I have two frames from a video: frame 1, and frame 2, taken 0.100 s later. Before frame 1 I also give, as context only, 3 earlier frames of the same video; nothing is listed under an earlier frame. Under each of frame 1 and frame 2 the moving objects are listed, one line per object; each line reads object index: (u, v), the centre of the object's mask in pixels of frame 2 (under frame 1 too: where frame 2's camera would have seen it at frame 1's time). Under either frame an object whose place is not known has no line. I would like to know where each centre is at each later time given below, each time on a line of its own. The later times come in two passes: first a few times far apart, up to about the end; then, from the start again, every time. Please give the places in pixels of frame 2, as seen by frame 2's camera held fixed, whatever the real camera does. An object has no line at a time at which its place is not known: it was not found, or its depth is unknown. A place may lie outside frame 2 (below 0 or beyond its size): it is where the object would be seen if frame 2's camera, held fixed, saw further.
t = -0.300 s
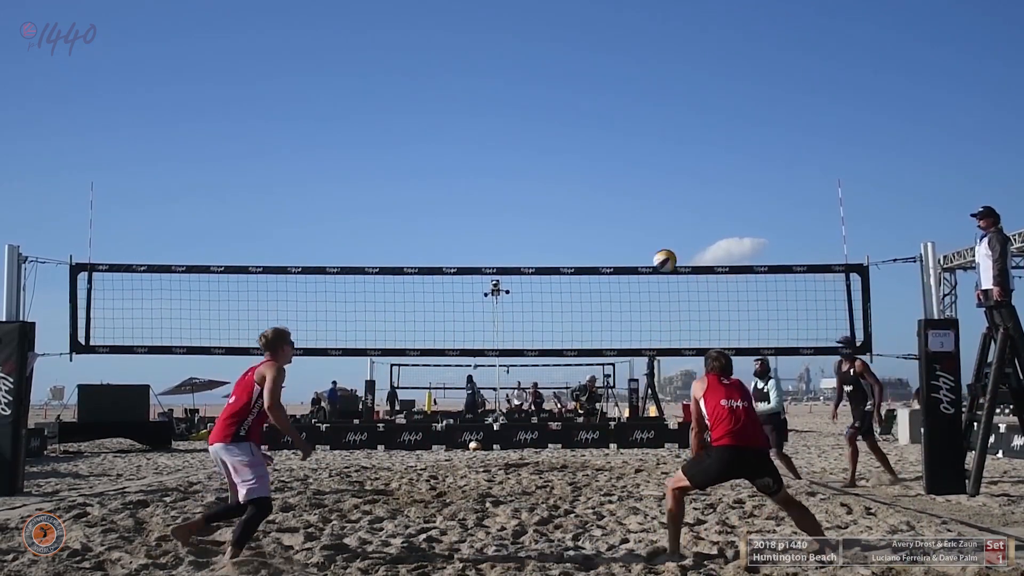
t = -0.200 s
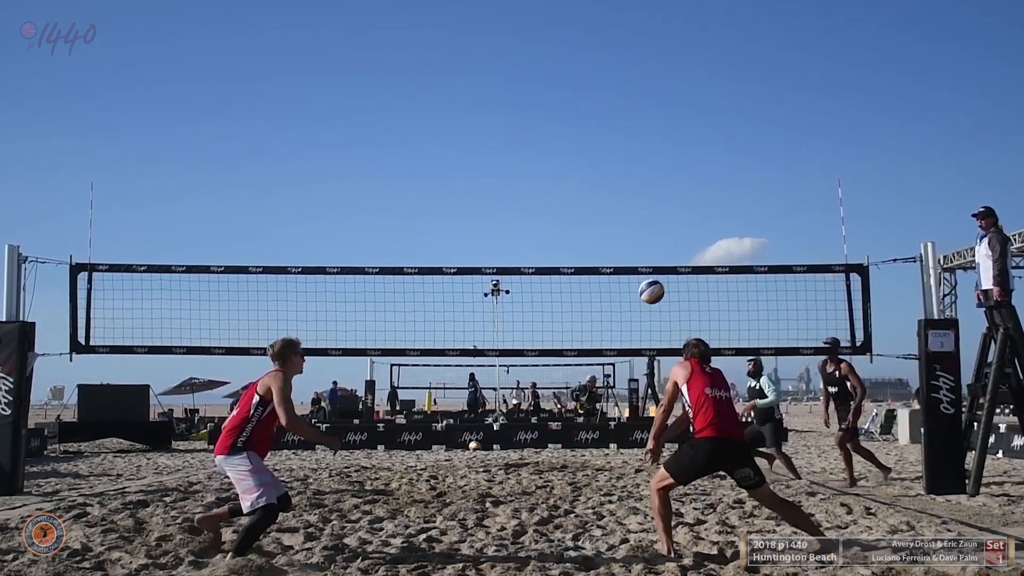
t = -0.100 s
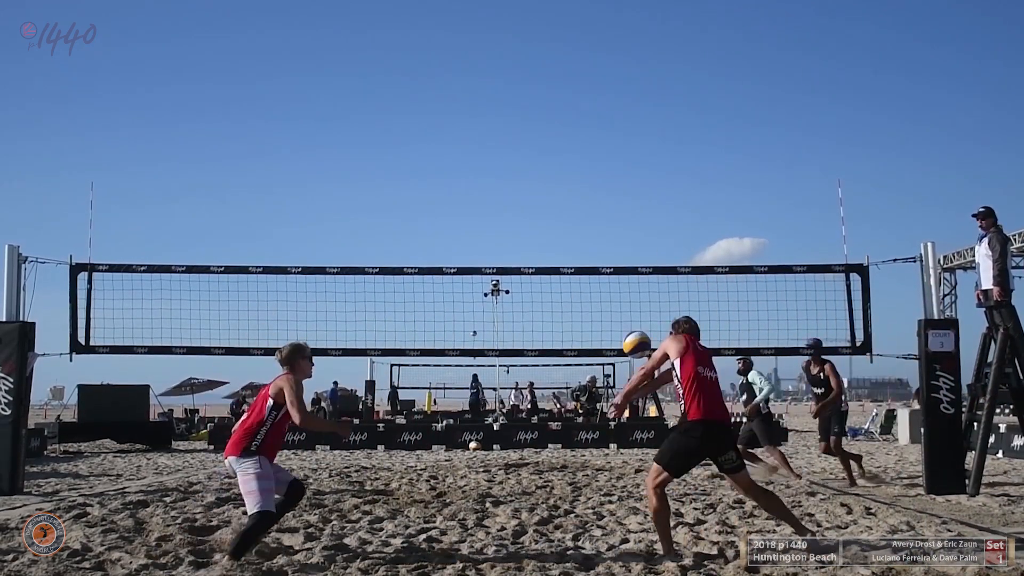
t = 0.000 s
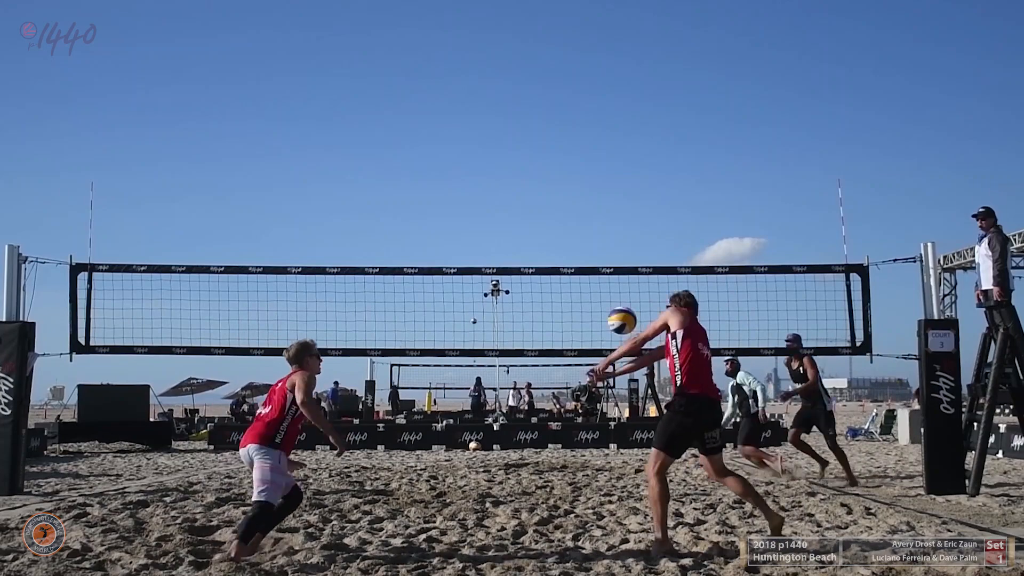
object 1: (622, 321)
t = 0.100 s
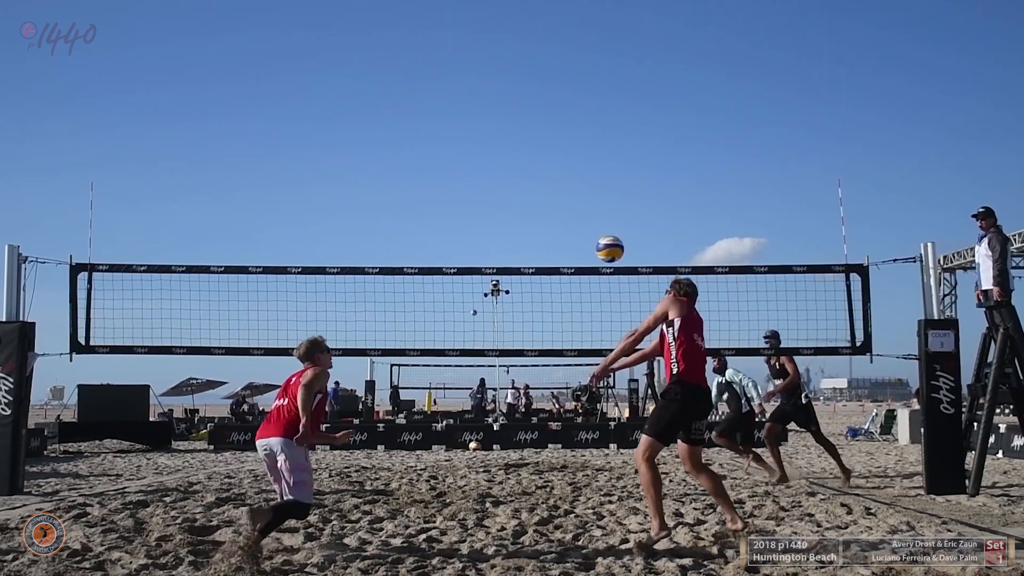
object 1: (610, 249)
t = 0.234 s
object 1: (596, 180)
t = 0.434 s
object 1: (580, 127)
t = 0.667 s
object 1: (567, 126)
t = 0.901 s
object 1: (564, 183)
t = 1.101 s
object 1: (566, 267)
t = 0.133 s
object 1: (606, 229)
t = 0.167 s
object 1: (603, 210)
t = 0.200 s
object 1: (599, 194)
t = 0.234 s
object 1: (596, 180)
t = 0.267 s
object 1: (593, 167)
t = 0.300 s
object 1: (590, 156)
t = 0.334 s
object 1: (587, 147)
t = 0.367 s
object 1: (585, 139)
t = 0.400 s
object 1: (582, 132)
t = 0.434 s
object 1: (580, 127)
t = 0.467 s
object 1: (577, 123)
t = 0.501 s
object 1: (575, 120)
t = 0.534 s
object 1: (573, 119)
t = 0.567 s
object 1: (571, 119)
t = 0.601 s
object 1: (570, 120)
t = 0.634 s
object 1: (569, 123)
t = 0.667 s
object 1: (567, 126)
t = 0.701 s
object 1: (567, 131)
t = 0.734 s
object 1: (566, 137)
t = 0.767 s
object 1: (564, 144)
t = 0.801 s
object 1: (564, 152)
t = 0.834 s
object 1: (564, 162)
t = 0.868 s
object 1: (563, 172)
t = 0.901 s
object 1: (564, 183)
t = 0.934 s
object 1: (564, 195)
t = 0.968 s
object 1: (564, 207)
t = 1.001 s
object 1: (565, 221)
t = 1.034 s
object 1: (565, 235)
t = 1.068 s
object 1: (566, 250)
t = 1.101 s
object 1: (566, 267)
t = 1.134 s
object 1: (568, 284)
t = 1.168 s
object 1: (568, 302)
